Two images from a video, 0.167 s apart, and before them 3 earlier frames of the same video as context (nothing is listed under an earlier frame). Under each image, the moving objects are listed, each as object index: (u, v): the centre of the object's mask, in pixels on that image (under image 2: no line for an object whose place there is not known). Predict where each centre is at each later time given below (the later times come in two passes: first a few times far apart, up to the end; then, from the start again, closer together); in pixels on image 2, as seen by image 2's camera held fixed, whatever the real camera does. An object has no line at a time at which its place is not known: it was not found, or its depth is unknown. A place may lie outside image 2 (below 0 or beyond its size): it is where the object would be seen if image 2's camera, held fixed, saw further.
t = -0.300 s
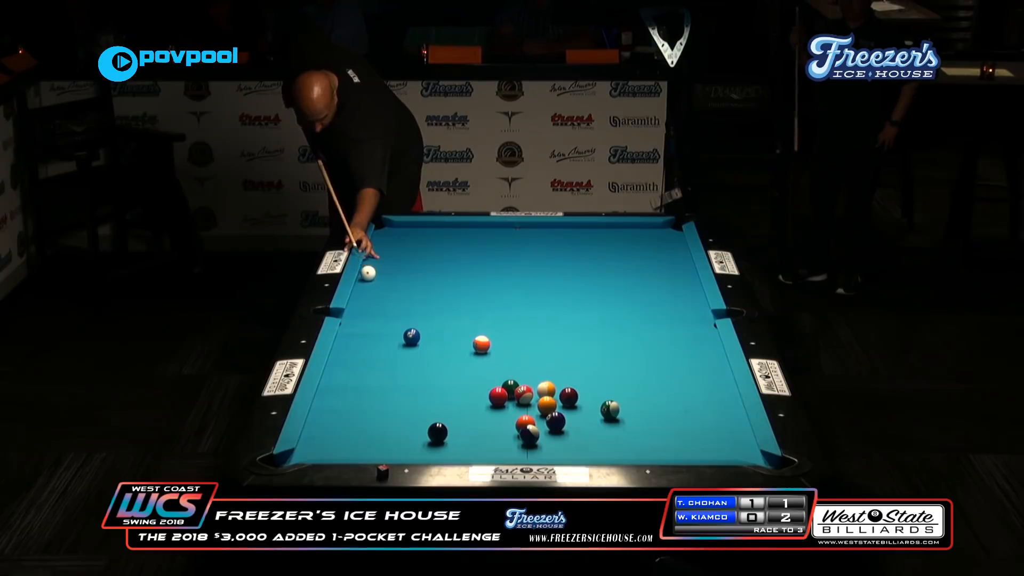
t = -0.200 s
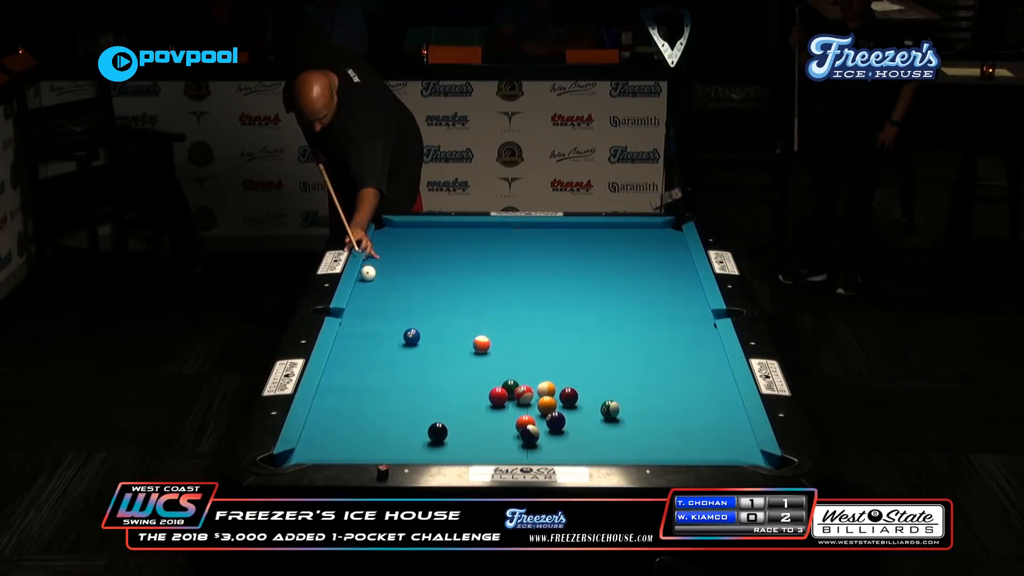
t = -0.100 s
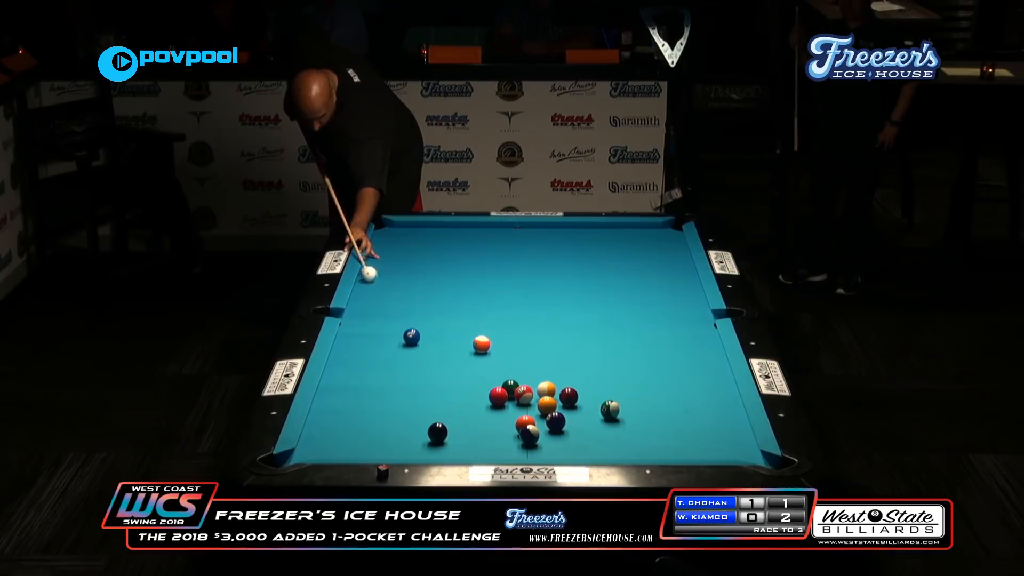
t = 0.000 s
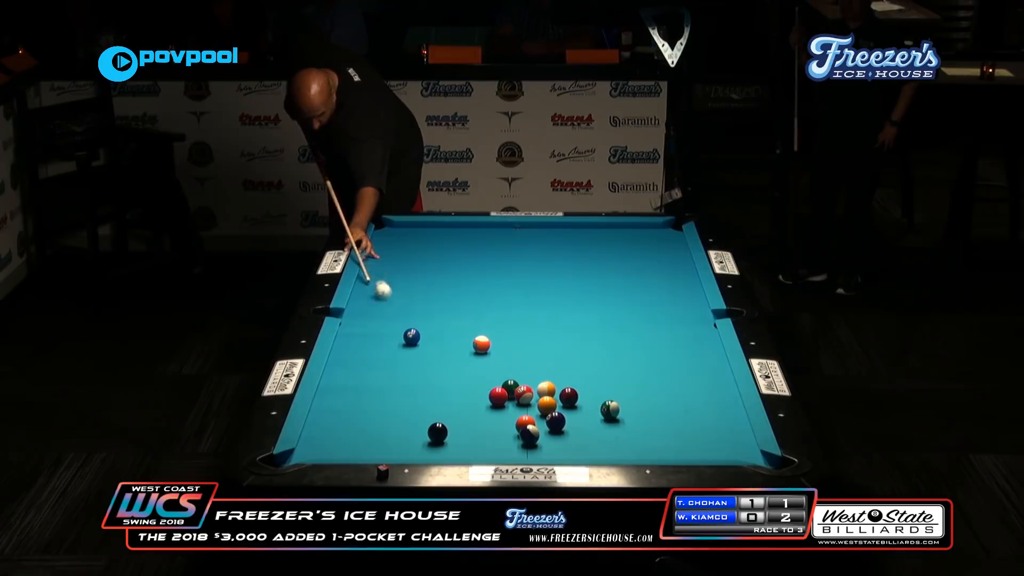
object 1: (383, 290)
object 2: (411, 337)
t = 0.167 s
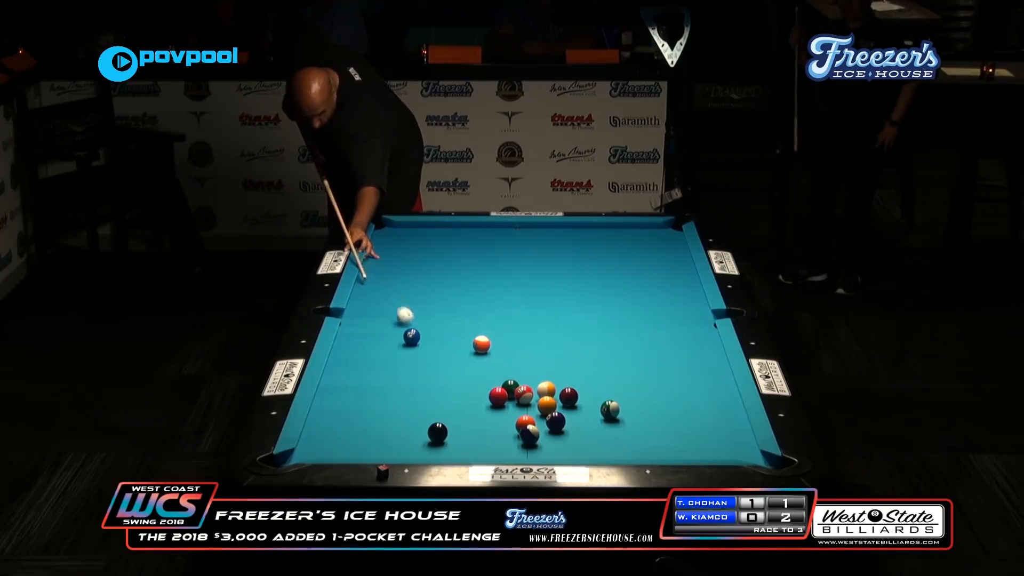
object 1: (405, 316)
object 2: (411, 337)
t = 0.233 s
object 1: (413, 323)
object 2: (411, 337)
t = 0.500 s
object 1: (454, 336)
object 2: (396, 356)
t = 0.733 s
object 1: (492, 337)
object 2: (380, 373)
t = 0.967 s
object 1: (524, 339)
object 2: (364, 392)
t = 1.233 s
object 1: (561, 339)
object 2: (346, 414)
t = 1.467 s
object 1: (591, 339)
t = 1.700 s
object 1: (620, 339)
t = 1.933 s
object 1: (648, 338)
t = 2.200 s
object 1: (678, 338)
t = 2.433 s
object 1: (703, 338)
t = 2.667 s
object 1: (703, 338)
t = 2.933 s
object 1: (688, 338)
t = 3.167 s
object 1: (676, 337)
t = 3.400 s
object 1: (665, 337)
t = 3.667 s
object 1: (655, 336)
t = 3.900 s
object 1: (647, 336)
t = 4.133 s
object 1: (641, 336)
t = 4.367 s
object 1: (636, 335)
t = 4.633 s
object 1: (632, 335)
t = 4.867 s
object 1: (630, 335)
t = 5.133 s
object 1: (629, 335)
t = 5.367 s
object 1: (630, 335)
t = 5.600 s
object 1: (630, 335)
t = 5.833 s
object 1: (630, 335)
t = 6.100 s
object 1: (630, 335)
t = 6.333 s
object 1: (630, 335)
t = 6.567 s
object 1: (630, 335)
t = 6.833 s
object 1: (630, 335)
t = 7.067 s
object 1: (630, 335)
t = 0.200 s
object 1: (408, 320)
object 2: (412, 337)
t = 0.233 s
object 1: (413, 323)
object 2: (411, 337)
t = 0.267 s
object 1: (418, 327)
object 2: (411, 337)
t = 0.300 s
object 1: (423, 331)
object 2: (410, 339)
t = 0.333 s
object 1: (428, 332)
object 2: (407, 342)
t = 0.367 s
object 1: (433, 333)
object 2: (404, 345)
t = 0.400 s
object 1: (438, 334)
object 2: (402, 348)
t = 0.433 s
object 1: (443, 334)
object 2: (400, 350)
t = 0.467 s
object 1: (449, 335)
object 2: (398, 353)
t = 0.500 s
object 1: (454, 336)
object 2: (396, 356)
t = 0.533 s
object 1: (459, 336)
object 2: (394, 358)
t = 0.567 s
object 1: (464, 337)
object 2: (392, 360)
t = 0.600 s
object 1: (468, 337)
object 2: (389, 363)
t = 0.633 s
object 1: (473, 336)
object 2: (387, 366)
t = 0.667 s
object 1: (479, 334)
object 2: (385, 368)
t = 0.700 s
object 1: (487, 335)
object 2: (383, 371)
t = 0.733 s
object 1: (492, 337)
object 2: (380, 373)
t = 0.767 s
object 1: (496, 338)
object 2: (378, 376)
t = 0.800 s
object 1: (500, 339)
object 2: (376, 379)
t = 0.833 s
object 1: (504, 339)
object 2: (374, 382)
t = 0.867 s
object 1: (509, 339)
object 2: (372, 384)
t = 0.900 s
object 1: (514, 339)
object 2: (369, 387)
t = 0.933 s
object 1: (519, 339)
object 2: (367, 389)
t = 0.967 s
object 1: (524, 339)
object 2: (364, 392)
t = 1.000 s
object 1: (528, 339)
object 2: (362, 395)
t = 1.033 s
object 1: (533, 339)
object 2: (360, 397)
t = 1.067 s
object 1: (538, 339)
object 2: (358, 400)
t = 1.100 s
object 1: (542, 339)
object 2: (355, 403)
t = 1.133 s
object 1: (547, 339)
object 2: (353, 406)
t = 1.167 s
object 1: (551, 339)
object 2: (350, 409)
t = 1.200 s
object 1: (556, 339)
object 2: (348, 411)
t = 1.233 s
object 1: (561, 339)
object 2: (346, 414)
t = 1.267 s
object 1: (565, 339)
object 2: (343, 417)
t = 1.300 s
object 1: (570, 339)
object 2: (341, 420)
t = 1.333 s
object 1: (574, 339)
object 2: (338, 423)
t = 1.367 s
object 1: (578, 339)
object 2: (336, 425)
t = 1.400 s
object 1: (583, 339)
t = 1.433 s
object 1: (587, 339)
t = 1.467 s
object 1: (591, 339)
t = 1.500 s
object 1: (596, 339)
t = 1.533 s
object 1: (600, 339)
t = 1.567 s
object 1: (604, 339)
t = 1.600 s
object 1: (608, 339)
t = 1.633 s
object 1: (612, 339)
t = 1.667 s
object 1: (616, 339)
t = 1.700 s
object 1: (620, 339)
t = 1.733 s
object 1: (624, 339)
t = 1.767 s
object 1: (629, 339)
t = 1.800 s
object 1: (632, 339)
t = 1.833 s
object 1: (636, 339)
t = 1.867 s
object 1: (640, 338)
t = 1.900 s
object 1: (644, 338)
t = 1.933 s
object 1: (648, 338)
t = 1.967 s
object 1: (652, 338)
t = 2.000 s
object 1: (656, 338)
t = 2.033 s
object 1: (659, 338)
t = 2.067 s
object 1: (663, 338)
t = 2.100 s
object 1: (667, 338)
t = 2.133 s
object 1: (671, 338)
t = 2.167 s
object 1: (674, 338)
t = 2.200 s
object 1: (678, 338)
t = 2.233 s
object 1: (681, 338)
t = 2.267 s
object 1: (685, 338)
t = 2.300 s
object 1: (689, 338)
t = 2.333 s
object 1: (692, 338)
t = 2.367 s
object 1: (696, 338)
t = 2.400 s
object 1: (699, 339)
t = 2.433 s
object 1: (703, 338)
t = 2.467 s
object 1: (706, 339)
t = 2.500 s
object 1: (710, 338)
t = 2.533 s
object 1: (712, 339)
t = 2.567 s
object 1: (710, 338)
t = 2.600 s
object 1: (707, 338)
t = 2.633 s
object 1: (705, 338)
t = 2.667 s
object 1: (703, 338)
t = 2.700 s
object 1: (701, 338)
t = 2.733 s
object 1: (699, 338)
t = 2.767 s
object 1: (697, 338)
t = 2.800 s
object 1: (695, 338)
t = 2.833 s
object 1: (693, 338)
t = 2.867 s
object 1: (691, 338)
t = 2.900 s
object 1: (690, 338)
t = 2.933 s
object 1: (688, 338)
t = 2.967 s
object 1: (686, 337)
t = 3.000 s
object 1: (684, 338)
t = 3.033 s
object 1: (682, 337)
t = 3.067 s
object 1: (681, 337)
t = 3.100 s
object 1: (679, 337)
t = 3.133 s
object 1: (677, 337)
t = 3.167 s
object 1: (676, 337)
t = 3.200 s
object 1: (674, 337)
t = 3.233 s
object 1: (673, 337)
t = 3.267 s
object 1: (671, 337)
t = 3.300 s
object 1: (670, 337)
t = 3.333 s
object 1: (668, 337)
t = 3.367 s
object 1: (667, 337)
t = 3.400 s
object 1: (665, 337)
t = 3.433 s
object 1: (664, 337)
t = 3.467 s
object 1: (663, 337)
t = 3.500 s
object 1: (661, 336)
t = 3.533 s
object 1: (660, 336)
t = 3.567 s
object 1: (659, 336)
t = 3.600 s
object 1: (657, 336)
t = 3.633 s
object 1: (656, 336)
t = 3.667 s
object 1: (655, 336)
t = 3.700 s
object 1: (654, 336)
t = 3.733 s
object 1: (653, 336)
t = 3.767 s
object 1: (652, 336)
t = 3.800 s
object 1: (651, 336)
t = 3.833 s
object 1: (649, 336)
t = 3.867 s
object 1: (648, 336)
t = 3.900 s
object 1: (647, 336)
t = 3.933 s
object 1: (646, 336)
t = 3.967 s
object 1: (646, 336)
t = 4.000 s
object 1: (644, 336)
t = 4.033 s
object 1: (644, 336)
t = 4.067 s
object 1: (643, 336)
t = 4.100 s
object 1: (642, 336)
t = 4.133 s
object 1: (641, 336)
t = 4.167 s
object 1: (640, 336)
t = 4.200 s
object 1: (640, 336)
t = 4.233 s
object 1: (639, 336)
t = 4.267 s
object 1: (638, 336)
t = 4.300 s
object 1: (637, 336)
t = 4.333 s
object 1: (637, 335)
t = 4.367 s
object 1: (636, 335)
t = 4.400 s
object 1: (636, 335)
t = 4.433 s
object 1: (635, 335)
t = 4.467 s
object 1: (634, 335)
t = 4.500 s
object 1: (634, 335)
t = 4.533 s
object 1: (633, 335)
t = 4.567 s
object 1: (633, 335)
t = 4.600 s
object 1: (632, 335)
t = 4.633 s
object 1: (632, 335)
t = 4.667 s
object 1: (632, 335)
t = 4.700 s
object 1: (631, 335)
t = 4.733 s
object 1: (631, 335)
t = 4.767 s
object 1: (631, 335)
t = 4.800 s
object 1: (631, 335)
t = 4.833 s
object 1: (630, 335)
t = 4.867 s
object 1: (630, 335)
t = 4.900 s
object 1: (630, 335)
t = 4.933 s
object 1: (630, 335)
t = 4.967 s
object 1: (629, 335)
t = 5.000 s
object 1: (629, 335)
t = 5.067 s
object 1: (629, 335)
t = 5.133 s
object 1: (629, 335)
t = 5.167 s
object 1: (629, 335)
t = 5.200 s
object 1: (630, 335)
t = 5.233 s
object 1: (630, 335)
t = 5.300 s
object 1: (630, 335)
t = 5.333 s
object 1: (630, 335)
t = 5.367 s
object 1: (630, 335)
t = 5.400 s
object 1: (630, 335)
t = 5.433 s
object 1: (630, 335)
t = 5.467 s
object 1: (630, 335)
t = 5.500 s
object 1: (630, 335)
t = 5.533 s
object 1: (630, 335)
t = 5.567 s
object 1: (630, 335)
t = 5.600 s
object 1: (630, 335)
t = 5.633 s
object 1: (630, 335)
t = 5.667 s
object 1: (630, 335)
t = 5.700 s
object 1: (630, 335)
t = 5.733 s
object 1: (630, 335)
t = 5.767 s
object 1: (630, 335)
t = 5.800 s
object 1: (630, 335)
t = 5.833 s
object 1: (630, 335)
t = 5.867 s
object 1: (630, 335)
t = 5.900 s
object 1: (630, 335)
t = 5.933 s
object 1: (630, 335)
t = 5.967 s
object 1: (630, 335)
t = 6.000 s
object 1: (630, 335)
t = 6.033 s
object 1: (630, 335)
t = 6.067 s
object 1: (630, 335)
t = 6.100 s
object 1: (630, 335)
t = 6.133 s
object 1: (630, 335)
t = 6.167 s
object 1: (630, 335)
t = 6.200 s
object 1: (630, 335)
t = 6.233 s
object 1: (630, 335)
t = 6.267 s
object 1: (630, 335)
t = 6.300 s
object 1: (630, 335)
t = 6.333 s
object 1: (630, 335)
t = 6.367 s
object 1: (630, 335)
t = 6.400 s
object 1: (630, 335)
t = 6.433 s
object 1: (630, 335)
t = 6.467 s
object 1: (630, 335)
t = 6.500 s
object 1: (630, 335)
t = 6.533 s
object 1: (630, 335)
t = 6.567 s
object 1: (630, 335)
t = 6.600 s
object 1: (630, 335)
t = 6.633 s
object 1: (630, 335)
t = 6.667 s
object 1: (630, 335)
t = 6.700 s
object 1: (630, 335)
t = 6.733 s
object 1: (630, 335)
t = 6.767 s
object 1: (630, 335)
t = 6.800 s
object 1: (630, 335)
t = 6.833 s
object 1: (630, 335)
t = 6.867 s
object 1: (630, 335)
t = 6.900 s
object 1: (630, 335)
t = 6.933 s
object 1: (630, 335)
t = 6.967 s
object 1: (630, 335)
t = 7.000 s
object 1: (630, 335)
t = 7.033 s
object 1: (630, 335)
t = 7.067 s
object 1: (630, 335)
